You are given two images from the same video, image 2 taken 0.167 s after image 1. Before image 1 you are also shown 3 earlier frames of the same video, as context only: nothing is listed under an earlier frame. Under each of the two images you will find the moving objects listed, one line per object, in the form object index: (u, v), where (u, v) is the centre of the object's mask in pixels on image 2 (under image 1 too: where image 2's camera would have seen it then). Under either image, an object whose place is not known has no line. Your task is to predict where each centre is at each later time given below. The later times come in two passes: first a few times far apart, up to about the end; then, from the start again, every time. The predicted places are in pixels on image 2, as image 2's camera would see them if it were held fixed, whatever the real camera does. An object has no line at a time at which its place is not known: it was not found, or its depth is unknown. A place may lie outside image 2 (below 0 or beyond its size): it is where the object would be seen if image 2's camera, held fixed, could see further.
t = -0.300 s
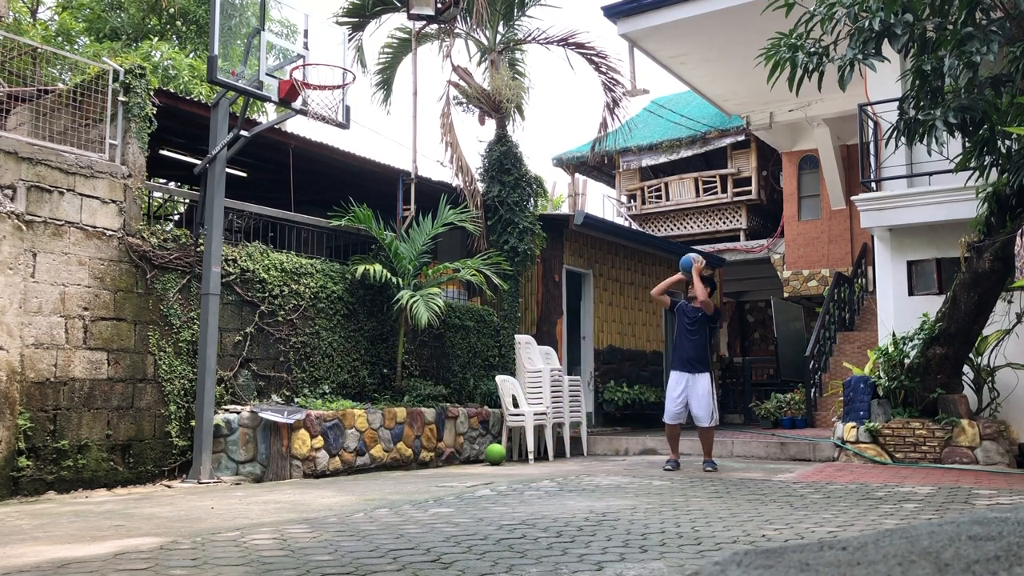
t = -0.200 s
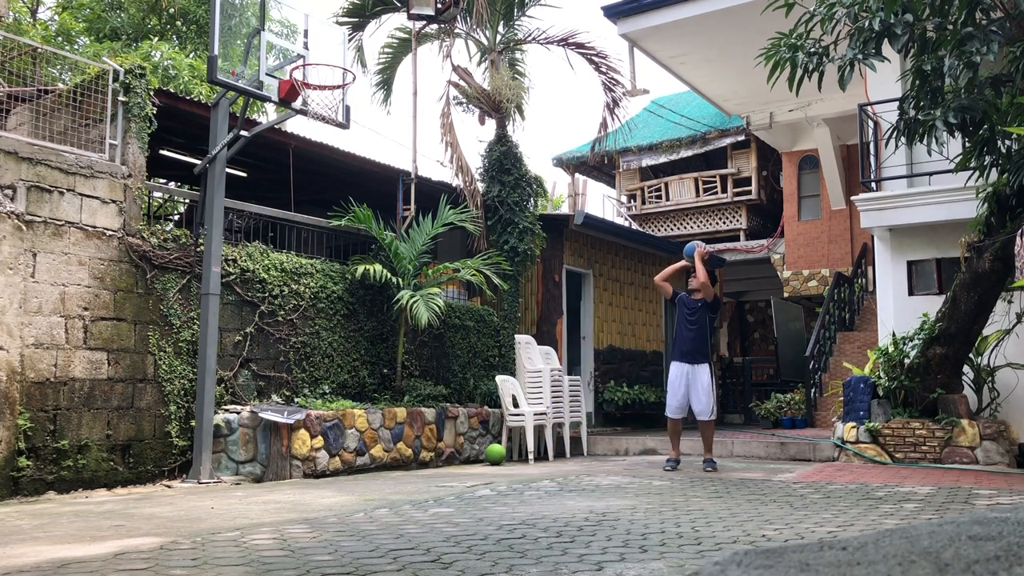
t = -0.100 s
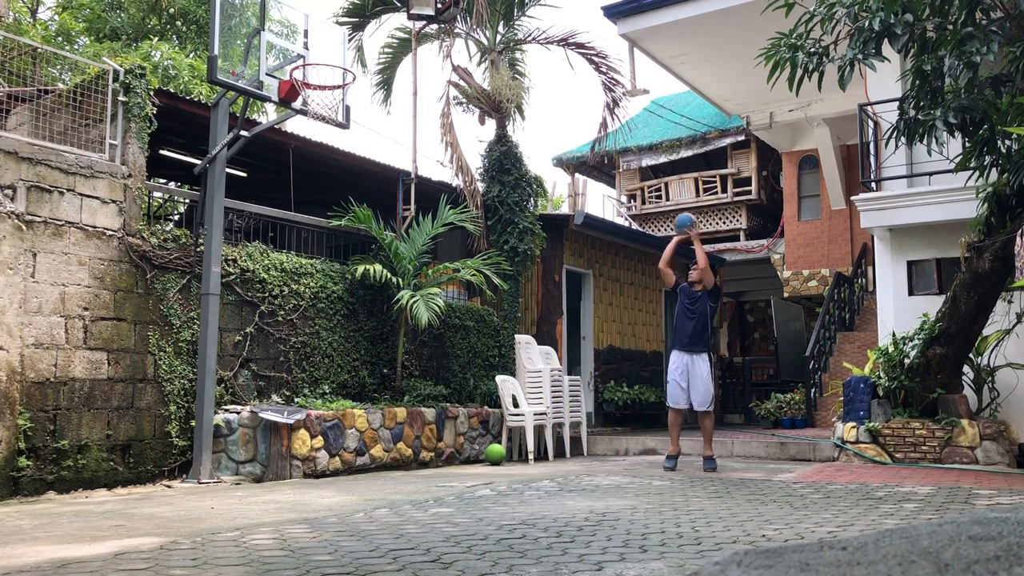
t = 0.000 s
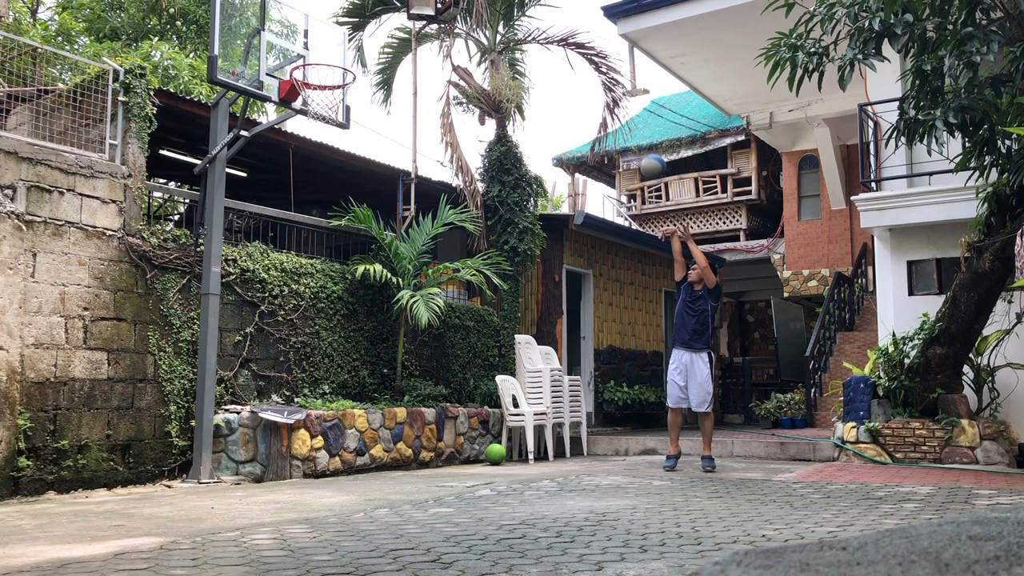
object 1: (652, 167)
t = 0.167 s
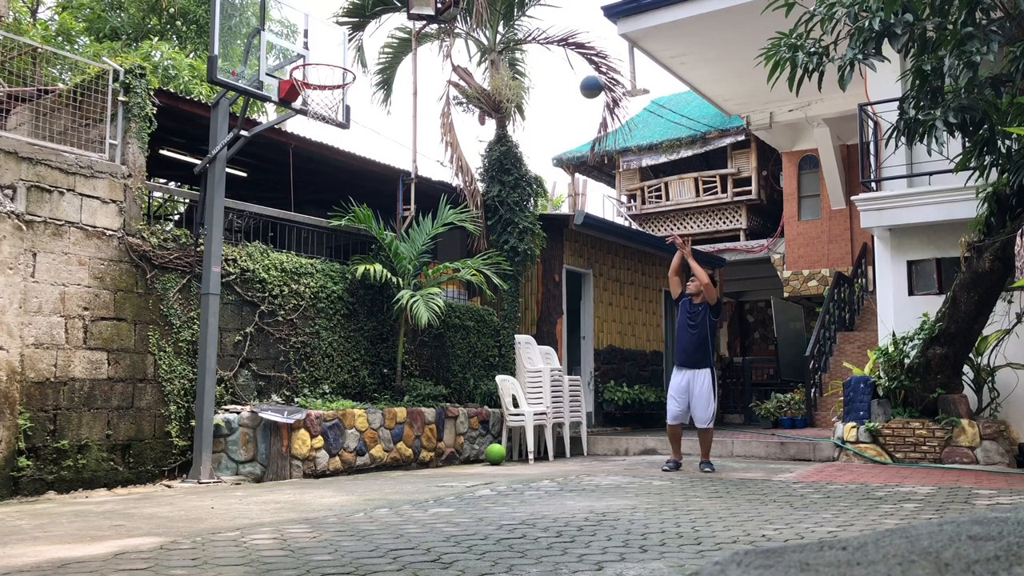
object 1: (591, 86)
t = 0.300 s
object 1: (540, 42)
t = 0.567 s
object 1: (433, 9)
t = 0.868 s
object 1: (309, 75)
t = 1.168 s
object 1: (335, 105)
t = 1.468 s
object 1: (301, 173)
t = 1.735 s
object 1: (265, 342)
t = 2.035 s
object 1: (216, 393)
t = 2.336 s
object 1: (162, 313)
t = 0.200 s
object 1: (579, 73)
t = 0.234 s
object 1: (565, 62)
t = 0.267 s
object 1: (553, 51)
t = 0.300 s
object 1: (540, 42)
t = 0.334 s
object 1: (526, 33)
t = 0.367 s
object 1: (514, 25)
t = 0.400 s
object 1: (501, 17)
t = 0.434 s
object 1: (487, 15)
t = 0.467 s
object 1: (474, 12)
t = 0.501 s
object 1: (460, 10)
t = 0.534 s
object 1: (446, 10)
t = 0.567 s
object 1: (433, 9)
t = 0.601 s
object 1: (418, 11)
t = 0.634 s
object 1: (404, 13)
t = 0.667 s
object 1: (389, 17)
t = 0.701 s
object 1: (373, 23)
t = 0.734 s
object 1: (359, 31)
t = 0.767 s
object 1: (344, 39)
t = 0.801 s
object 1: (328, 50)
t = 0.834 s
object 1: (312, 61)
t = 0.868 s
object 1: (309, 75)
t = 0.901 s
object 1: (317, 81)
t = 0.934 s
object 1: (328, 92)
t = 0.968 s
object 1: (336, 99)
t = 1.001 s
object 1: (339, 99)
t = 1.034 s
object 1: (340, 100)
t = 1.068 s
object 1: (339, 102)
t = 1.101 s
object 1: (339, 102)
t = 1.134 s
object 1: (337, 104)
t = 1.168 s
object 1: (335, 105)
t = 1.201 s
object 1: (332, 109)
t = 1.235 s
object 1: (329, 110)
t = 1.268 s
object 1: (324, 116)
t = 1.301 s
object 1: (321, 121)
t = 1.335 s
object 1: (317, 128)
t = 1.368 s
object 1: (313, 137)
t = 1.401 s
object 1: (309, 148)
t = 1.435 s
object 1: (305, 159)
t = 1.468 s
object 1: (301, 173)
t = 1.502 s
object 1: (297, 188)
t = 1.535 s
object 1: (293, 204)
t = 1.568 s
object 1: (288, 222)
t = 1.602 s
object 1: (284, 242)
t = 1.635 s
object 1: (279, 264)
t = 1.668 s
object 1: (275, 289)
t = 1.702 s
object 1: (269, 314)
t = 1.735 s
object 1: (265, 342)
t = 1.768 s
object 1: (259, 372)
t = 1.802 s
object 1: (253, 403)
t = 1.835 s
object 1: (248, 438)
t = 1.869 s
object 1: (242, 474)
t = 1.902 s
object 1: (237, 471)
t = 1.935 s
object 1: (232, 449)
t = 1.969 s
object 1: (226, 429)
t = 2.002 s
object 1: (221, 410)
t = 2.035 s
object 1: (216, 393)
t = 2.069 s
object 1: (210, 377)
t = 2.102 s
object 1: (205, 363)
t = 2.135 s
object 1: (199, 351)
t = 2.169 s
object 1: (193, 341)
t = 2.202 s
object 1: (187, 333)
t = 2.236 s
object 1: (180, 325)
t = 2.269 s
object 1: (174, 319)
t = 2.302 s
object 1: (168, 315)
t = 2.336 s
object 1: (162, 313)
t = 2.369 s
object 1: (155, 311)
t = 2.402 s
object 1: (149, 312)
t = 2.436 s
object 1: (142, 315)
